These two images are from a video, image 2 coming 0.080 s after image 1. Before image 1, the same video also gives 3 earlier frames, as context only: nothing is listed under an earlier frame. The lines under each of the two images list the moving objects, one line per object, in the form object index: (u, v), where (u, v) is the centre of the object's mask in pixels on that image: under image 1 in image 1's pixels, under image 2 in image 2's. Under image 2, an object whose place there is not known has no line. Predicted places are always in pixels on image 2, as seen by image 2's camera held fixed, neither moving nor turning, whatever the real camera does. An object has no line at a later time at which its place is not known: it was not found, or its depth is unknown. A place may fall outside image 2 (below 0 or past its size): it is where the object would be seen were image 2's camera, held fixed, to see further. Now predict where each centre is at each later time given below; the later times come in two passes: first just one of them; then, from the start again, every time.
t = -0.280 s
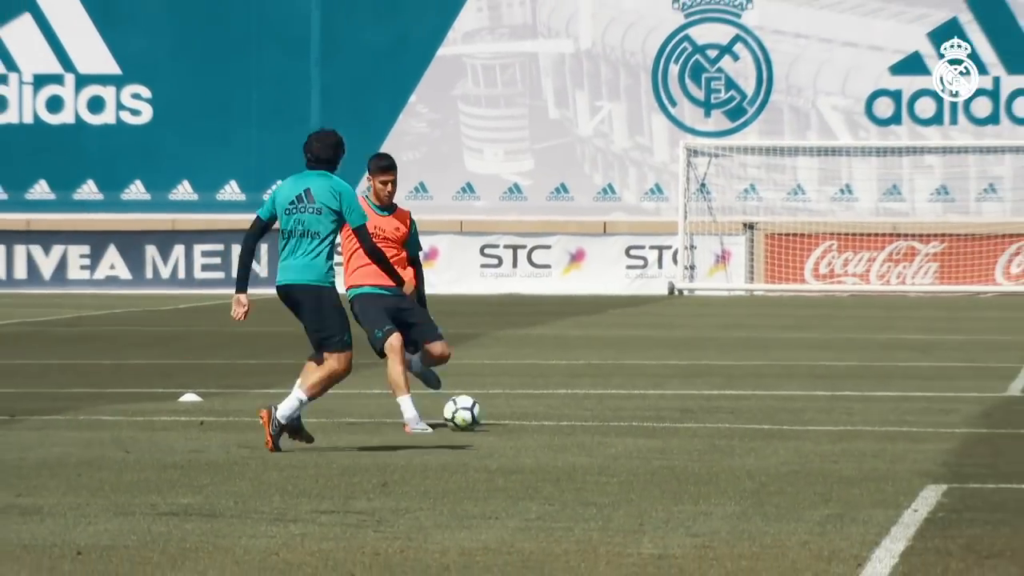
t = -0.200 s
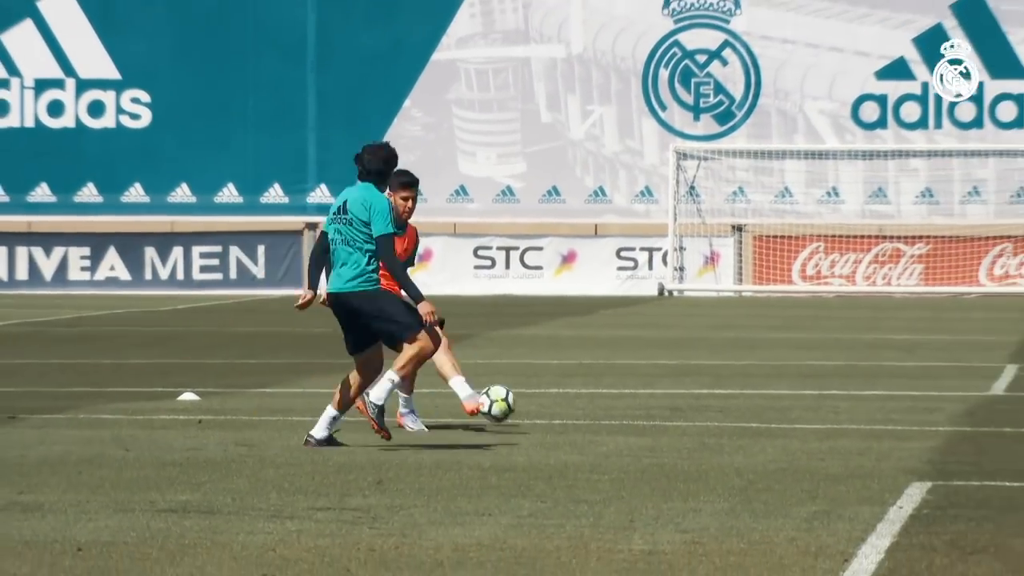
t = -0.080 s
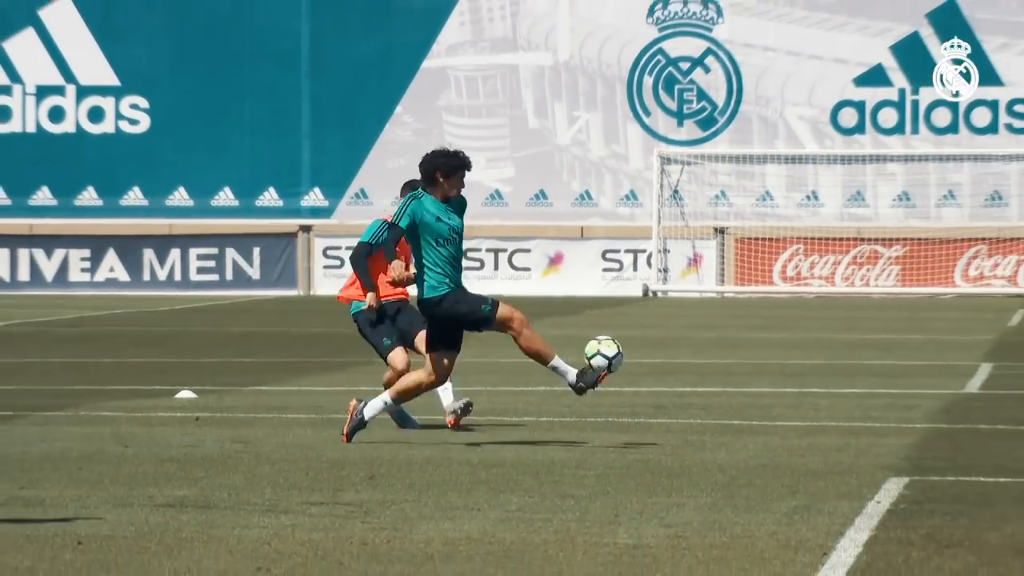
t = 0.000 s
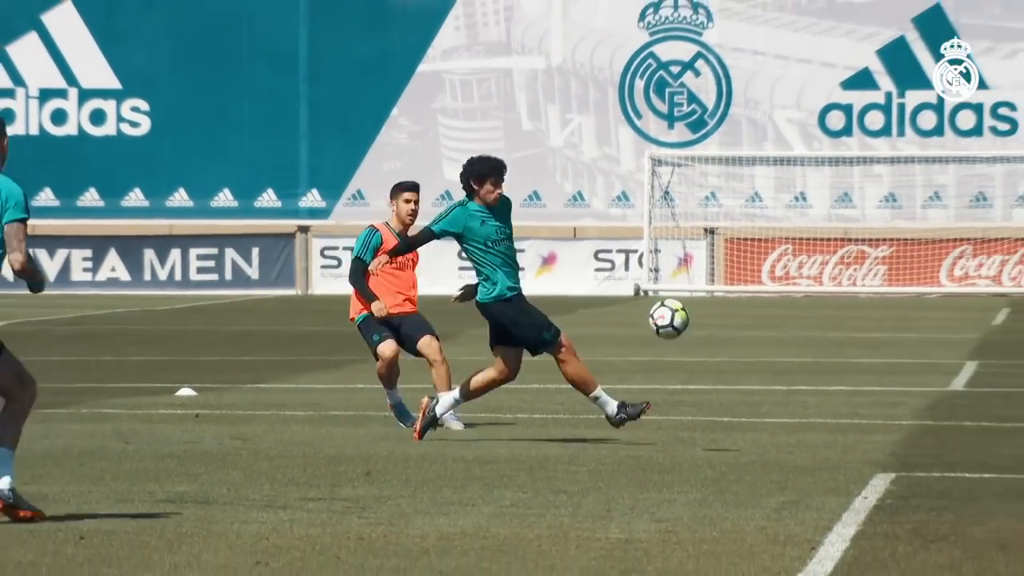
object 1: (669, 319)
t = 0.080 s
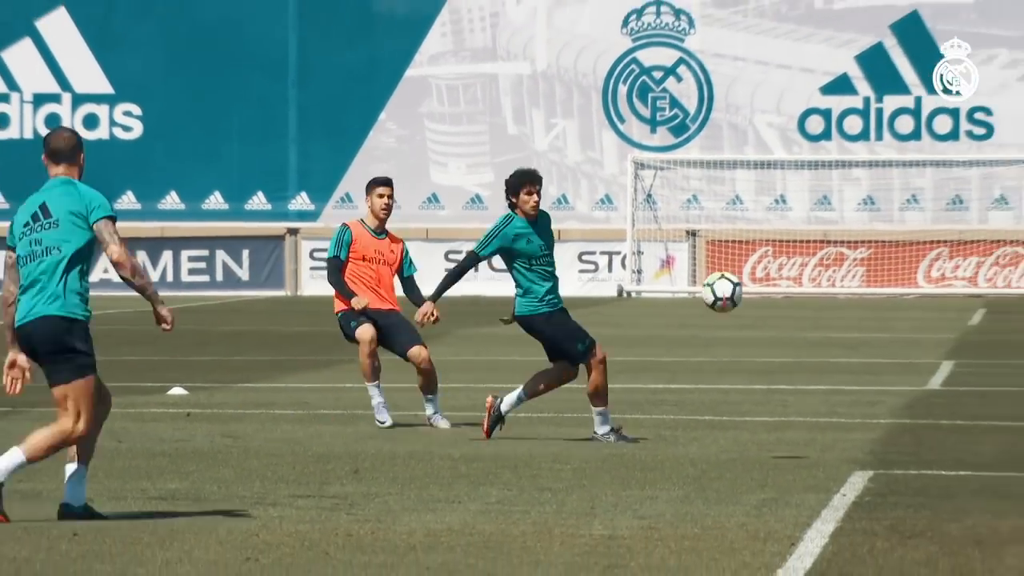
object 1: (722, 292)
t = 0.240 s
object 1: (859, 292)
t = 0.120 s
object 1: (756, 285)
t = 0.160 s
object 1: (790, 282)
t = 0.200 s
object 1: (825, 285)
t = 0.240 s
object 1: (859, 292)
